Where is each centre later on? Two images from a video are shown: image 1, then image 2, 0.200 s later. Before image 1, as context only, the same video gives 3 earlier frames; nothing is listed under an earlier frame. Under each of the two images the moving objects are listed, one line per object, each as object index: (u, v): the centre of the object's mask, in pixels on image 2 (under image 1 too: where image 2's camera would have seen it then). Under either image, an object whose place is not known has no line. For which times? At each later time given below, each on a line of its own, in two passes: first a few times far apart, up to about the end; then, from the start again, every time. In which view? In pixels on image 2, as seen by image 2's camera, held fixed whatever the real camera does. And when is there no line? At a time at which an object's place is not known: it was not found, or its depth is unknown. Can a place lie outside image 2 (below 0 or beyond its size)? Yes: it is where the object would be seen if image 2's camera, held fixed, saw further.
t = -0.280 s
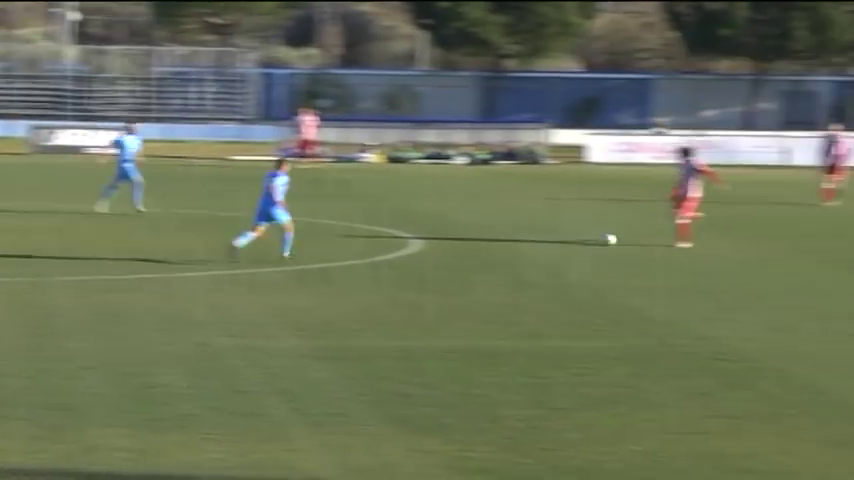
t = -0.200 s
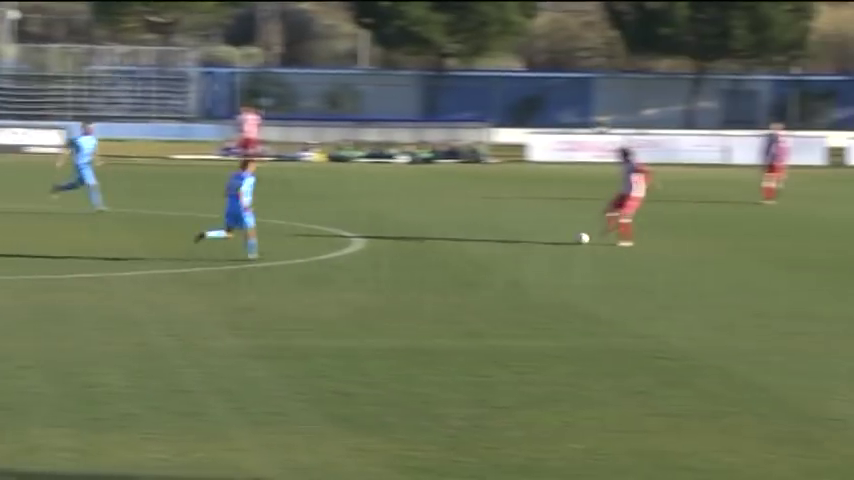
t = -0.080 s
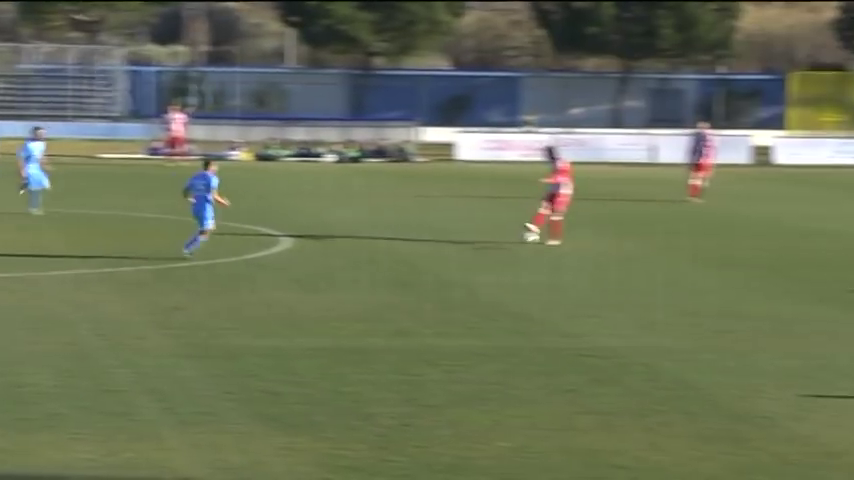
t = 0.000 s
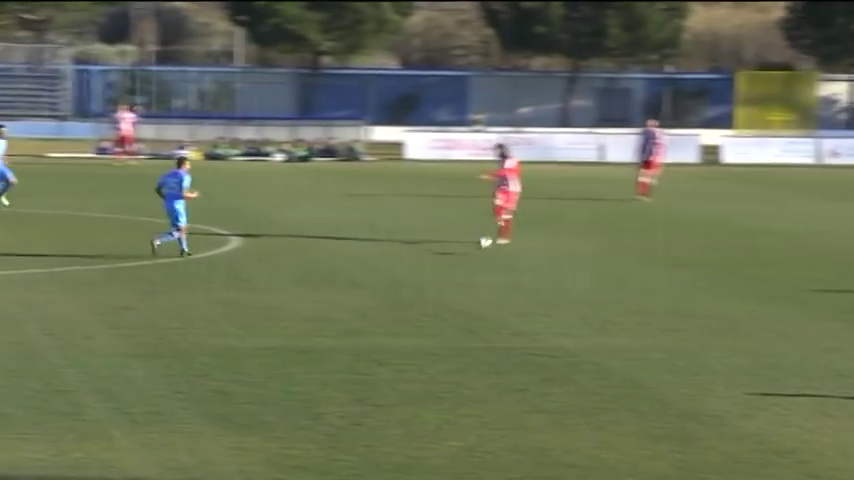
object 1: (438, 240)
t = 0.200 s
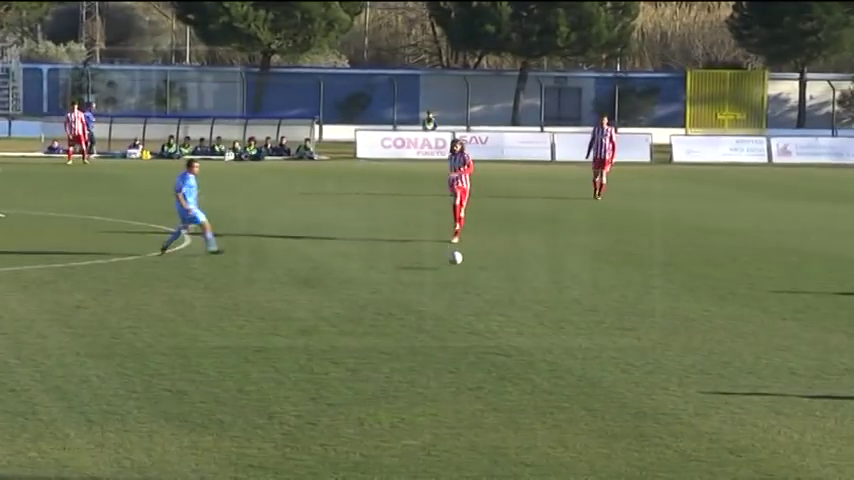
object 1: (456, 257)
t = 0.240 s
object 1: (461, 261)
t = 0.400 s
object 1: (482, 275)
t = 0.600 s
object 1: (514, 290)
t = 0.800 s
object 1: (548, 301)
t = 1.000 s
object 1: (581, 314)
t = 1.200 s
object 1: (620, 328)
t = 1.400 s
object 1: (662, 343)
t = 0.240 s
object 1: (461, 261)
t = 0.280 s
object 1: (465, 265)
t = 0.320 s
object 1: (472, 271)
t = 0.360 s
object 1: (476, 274)
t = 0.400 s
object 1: (482, 275)
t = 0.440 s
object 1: (488, 276)
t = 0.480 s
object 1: (495, 280)
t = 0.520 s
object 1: (501, 284)
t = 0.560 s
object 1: (507, 289)
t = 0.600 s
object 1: (514, 290)
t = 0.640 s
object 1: (521, 290)
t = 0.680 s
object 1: (527, 293)
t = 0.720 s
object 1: (533, 297)
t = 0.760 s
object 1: (541, 302)
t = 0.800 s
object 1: (548, 301)
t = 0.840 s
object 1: (554, 301)
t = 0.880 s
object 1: (560, 302)
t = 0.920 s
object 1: (567, 305)
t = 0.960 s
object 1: (574, 309)
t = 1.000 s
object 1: (581, 314)
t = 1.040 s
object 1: (587, 320)
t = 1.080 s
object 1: (595, 320)
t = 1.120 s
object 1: (603, 322)
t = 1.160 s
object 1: (612, 325)
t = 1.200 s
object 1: (620, 328)
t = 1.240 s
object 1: (627, 333)
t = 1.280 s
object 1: (635, 333)
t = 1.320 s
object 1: (644, 335)
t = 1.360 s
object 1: (653, 338)
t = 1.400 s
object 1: (662, 343)
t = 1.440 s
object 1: (672, 348)
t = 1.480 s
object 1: (681, 348)
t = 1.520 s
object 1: (690, 348)
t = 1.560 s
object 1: (700, 350)
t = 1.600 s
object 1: (710, 354)
